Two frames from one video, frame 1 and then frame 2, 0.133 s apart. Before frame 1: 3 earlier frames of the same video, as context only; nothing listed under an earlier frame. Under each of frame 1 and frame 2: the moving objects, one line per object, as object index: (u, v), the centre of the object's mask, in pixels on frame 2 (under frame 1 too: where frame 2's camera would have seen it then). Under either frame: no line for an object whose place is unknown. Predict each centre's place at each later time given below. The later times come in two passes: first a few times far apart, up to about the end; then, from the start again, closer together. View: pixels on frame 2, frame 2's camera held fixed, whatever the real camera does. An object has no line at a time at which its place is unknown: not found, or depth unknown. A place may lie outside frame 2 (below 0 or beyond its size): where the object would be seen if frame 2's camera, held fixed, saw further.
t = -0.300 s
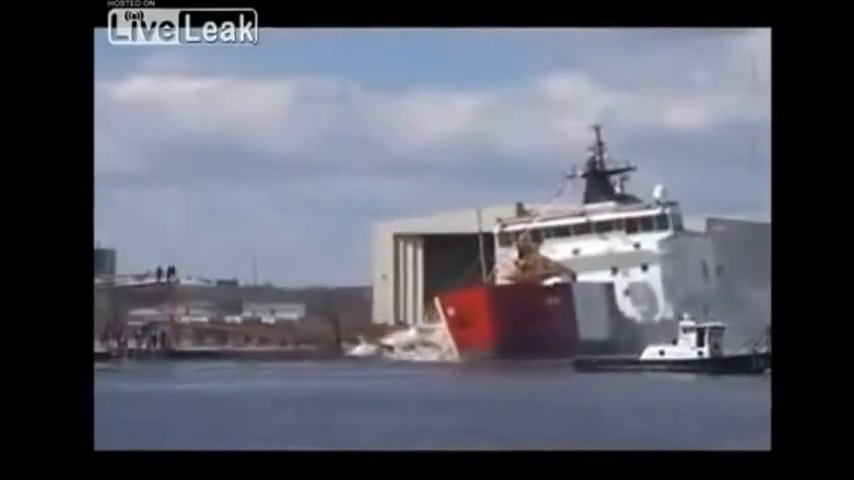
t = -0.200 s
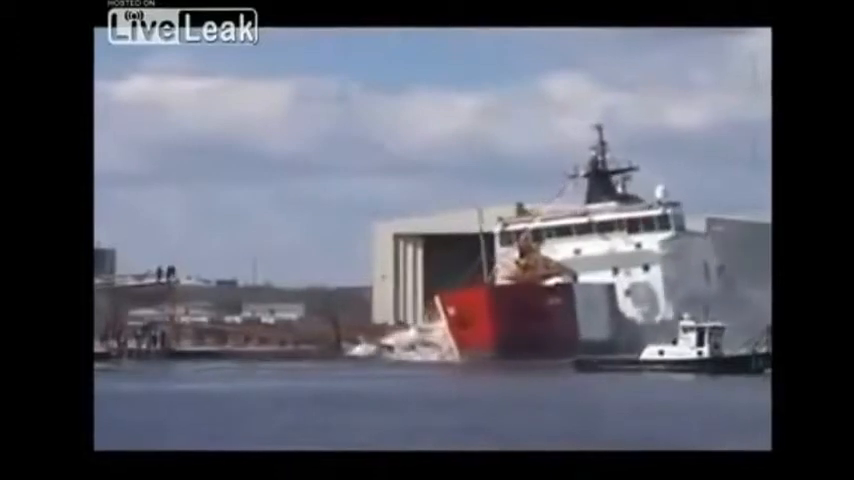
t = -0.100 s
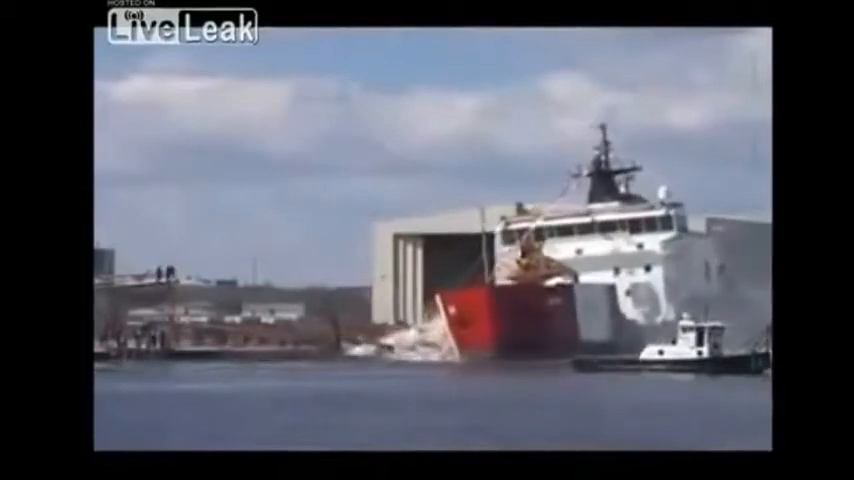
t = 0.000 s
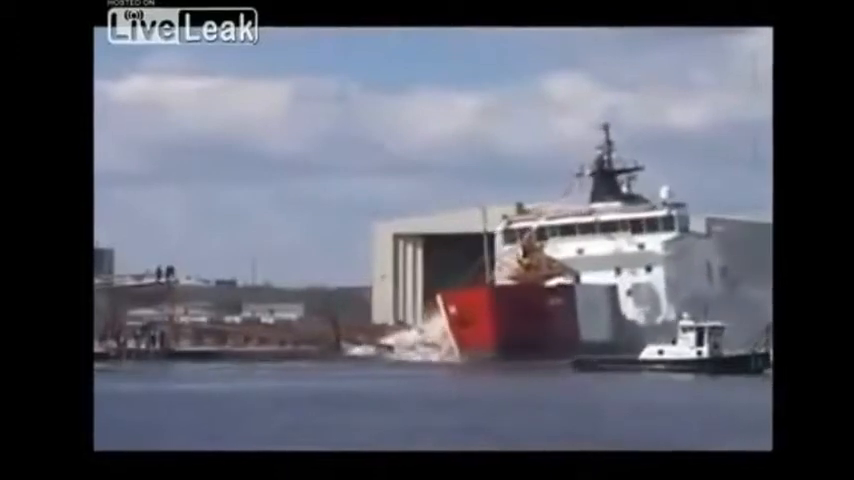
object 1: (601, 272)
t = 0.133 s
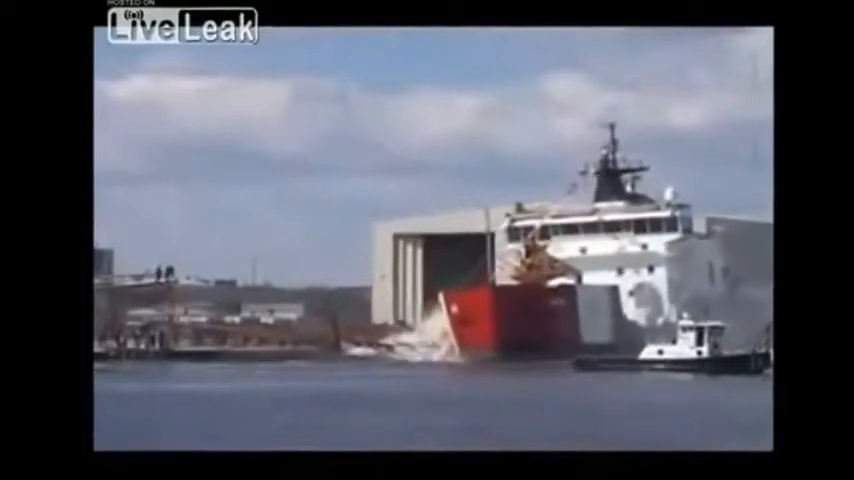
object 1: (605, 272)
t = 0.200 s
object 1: (606, 272)
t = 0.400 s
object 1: (606, 271)
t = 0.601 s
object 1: (609, 271)
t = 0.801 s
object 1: (609, 270)
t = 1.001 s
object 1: (613, 269)
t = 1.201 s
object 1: (615, 269)
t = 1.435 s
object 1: (618, 268)
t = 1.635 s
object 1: (619, 268)
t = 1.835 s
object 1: (619, 266)
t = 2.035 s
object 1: (615, 269)
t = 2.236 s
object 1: (618, 269)
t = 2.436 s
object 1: (617, 269)
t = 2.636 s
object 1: (617, 269)
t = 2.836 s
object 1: (620, 269)
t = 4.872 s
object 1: (638, 266)
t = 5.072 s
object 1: (638, 266)
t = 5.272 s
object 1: (638, 264)
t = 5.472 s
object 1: (639, 265)
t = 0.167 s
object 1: (605, 272)
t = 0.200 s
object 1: (606, 272)
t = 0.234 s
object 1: (606, 272)
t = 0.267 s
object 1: (606, 271)
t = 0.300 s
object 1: (606, 271)
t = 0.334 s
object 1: (606, 271)
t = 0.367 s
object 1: (605, 271)
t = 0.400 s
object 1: (606, 271)
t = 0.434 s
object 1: (606, 271)
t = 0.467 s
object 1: (607, 271)
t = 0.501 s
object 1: (608, 271)
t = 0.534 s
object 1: (609, 271)
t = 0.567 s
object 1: (609, 271)
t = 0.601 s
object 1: (609, 271)
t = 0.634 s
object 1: (609, 271)
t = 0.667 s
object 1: (609, 271)
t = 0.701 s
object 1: (609, 270)
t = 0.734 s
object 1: (609, 270)
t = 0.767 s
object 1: (609, 270)
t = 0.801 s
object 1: (609, 270)
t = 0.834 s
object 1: (610, 270)
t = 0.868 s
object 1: (611, 270)
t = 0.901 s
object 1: (611, 270)
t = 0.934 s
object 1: (612, 269)
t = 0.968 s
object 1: (612, 269)
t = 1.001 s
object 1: (613, 269)
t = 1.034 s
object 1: (614, 269)
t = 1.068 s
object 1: (614, 270)
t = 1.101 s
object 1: (614, 269)
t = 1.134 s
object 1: (614, 269)
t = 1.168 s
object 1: (615, 269)
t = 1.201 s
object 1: (615, 269)
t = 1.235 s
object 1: (615, 269)
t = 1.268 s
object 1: (615, 268)
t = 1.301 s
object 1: (615, 268)
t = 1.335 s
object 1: (616, 268)
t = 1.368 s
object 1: (617, 268)
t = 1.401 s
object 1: (617, 268)
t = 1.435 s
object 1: (618, 268)
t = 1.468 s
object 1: (618, 268)
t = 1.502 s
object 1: (619, 268)
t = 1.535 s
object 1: (618, 268)
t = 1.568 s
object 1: (619, 268)
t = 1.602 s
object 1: (618, 268)
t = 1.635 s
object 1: (619, 268)
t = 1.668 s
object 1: (619, 267)
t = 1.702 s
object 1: (620, 267)
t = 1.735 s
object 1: (620, 267)
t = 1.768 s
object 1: (619, 267)
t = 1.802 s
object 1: (619, 266)
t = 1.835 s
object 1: (619, 266)
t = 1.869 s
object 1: (620, 267)
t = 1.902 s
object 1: (620, 268)
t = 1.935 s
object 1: (617, 268)
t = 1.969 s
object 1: (615, 269)
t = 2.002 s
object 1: (614, 268)
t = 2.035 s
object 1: (615, 269)
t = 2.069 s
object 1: (616, 269)
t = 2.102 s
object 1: (616, 269)
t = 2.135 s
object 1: (617, 269)
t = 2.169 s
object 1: (618, 269)
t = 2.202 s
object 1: (618, 269)
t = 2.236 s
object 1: (618, 269)
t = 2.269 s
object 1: (618, 269)
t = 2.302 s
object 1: (617, 269)
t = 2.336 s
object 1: (616, 269)
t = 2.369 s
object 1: (617, 269)
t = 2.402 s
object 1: (617, 269)
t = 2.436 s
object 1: (617, 269)
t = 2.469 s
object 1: (616, 269)
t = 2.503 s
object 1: (616, 268)
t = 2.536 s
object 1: (616, 268)
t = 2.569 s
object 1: (617, 269)
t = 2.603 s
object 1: (617, 269)
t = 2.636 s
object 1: (617, 269)
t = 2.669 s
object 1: (617, 269)
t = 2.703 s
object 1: (617, 270)
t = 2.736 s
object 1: (618, 269)
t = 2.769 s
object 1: (618, 269)
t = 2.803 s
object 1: (619, 269)
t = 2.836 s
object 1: (620, 269)
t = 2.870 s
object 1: (619, 269)
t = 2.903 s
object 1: (620, 269)
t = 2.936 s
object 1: (620, 269)
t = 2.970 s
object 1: (622, 269)
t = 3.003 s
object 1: (620, 268)
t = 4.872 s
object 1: (638, 266)
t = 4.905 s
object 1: (638, 266)
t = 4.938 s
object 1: (639, 266)
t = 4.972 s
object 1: (638, 267)
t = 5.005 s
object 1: (638, 267)
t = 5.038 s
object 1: (638, 266)
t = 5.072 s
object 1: (638, 266)
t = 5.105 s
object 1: (639, 266)
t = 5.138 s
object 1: (639, 265)
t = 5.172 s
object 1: (639, 265)
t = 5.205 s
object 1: (638, 265)
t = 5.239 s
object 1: (638, 264)
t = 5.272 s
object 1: (638, 264)
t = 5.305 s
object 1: (637, 264)
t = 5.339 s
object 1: (639, 264)
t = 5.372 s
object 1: (639, 264)
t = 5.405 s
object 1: (640, 265)
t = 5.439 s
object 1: (639, 265)
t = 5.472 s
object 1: (639, 265)
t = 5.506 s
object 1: (640, 266)
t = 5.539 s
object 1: (640, 266)
